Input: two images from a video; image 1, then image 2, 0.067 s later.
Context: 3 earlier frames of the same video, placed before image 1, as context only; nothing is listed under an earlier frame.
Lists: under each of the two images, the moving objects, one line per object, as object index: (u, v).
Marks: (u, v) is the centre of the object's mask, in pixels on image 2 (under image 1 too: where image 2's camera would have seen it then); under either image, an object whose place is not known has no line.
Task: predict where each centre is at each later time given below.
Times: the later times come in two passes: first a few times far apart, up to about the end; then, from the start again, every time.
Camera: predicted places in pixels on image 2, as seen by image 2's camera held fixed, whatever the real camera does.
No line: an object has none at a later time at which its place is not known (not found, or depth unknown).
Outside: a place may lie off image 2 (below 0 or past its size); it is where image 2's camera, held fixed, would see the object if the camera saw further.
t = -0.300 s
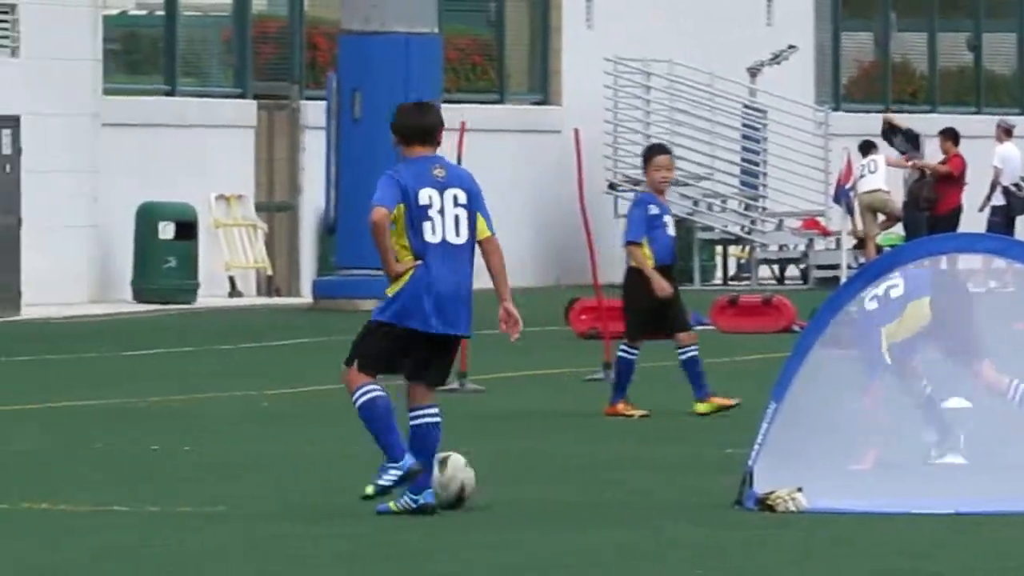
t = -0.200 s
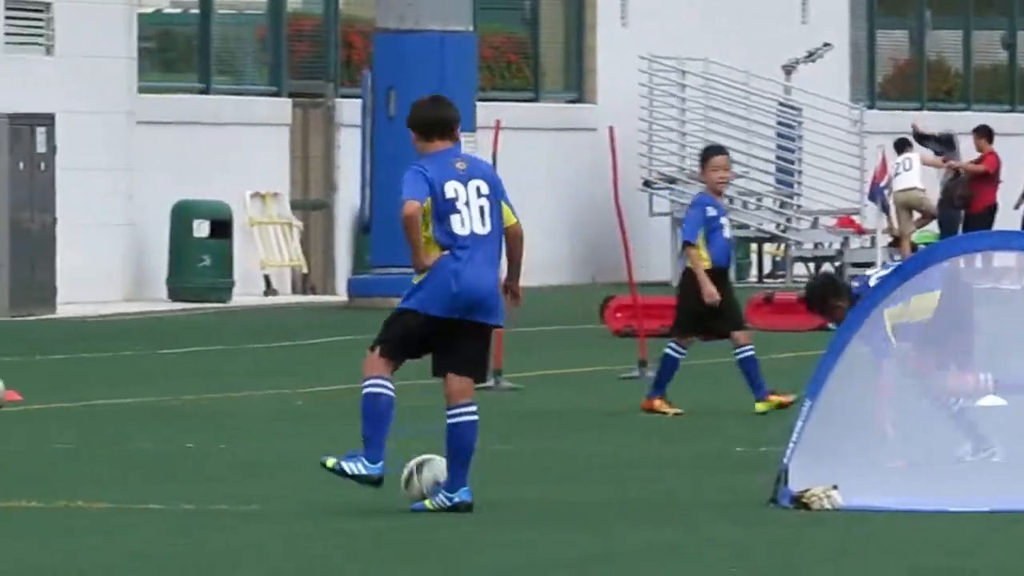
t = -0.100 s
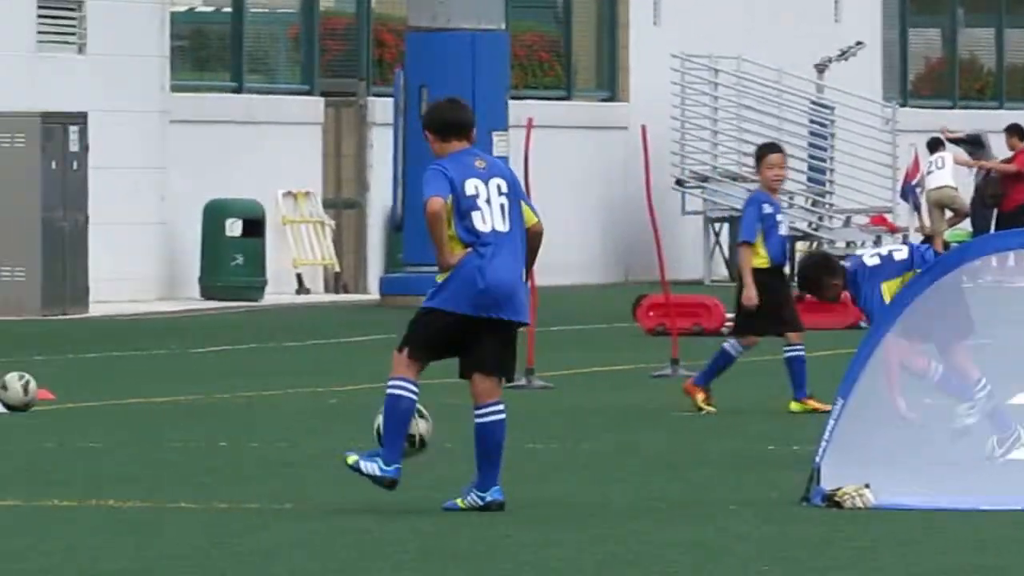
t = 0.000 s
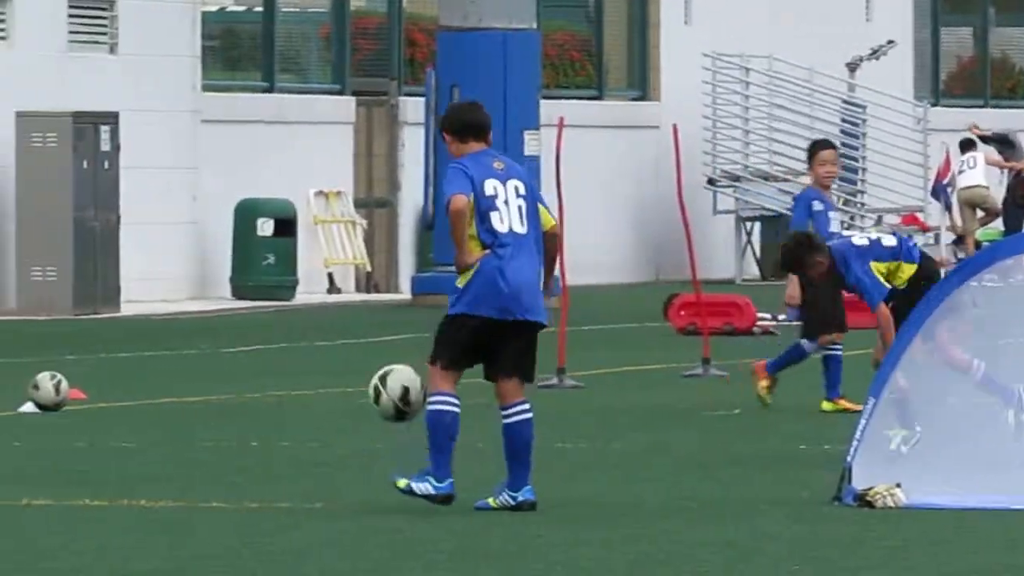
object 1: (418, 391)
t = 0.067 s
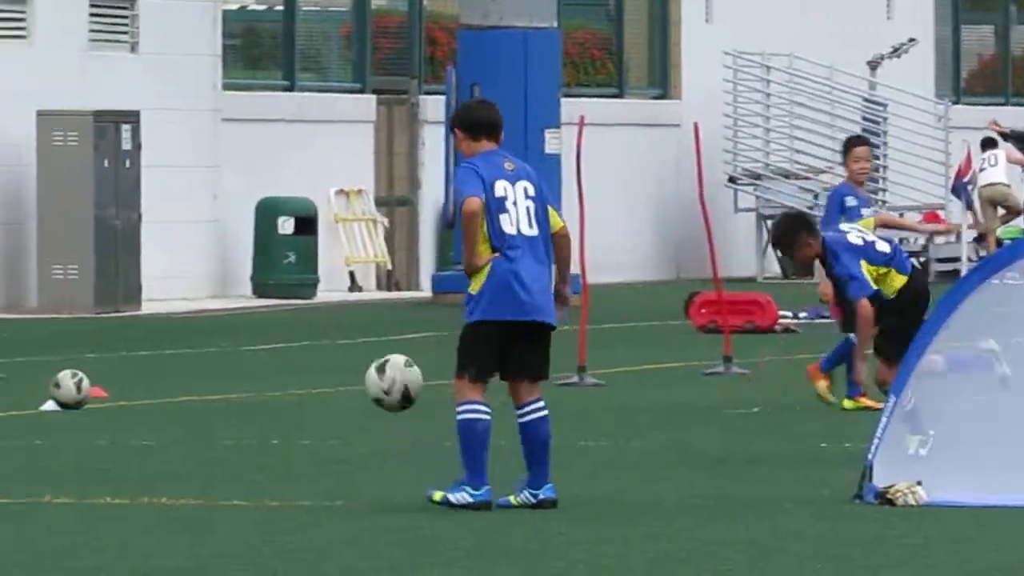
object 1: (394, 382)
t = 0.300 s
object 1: (311, 443)
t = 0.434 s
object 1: (267, 443)
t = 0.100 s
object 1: (382, 383)
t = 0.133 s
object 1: (370, 386)
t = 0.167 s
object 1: (359, 392)
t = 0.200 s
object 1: (348, 400)
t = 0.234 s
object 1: (335, 412)
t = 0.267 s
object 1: (324, 426)
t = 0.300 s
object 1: (311, 443)
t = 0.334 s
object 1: (300, 463)
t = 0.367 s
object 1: (289, 473)
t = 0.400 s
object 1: (279, 456)
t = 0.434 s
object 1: (267, 443)
